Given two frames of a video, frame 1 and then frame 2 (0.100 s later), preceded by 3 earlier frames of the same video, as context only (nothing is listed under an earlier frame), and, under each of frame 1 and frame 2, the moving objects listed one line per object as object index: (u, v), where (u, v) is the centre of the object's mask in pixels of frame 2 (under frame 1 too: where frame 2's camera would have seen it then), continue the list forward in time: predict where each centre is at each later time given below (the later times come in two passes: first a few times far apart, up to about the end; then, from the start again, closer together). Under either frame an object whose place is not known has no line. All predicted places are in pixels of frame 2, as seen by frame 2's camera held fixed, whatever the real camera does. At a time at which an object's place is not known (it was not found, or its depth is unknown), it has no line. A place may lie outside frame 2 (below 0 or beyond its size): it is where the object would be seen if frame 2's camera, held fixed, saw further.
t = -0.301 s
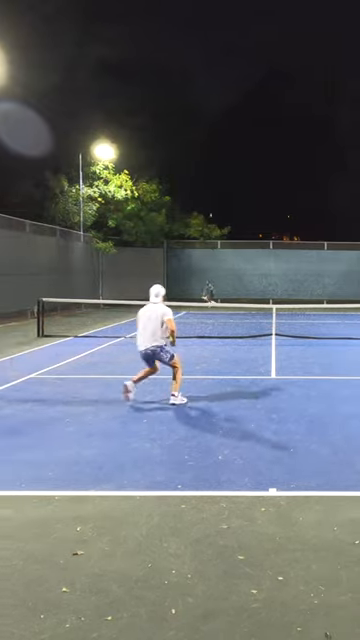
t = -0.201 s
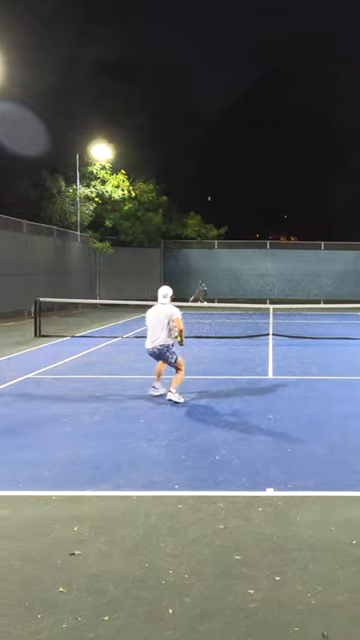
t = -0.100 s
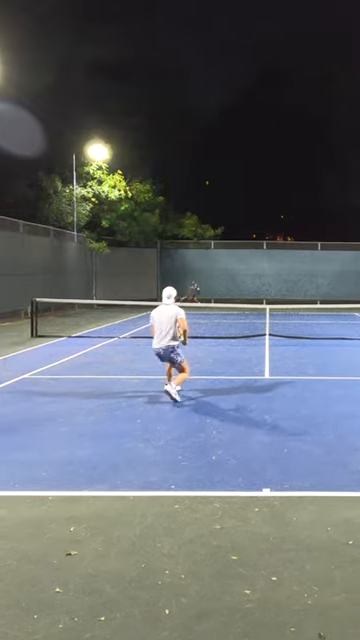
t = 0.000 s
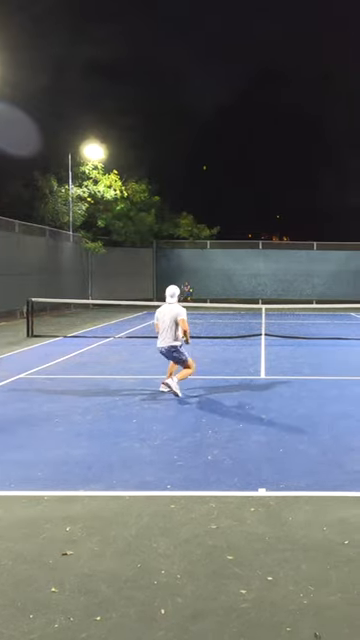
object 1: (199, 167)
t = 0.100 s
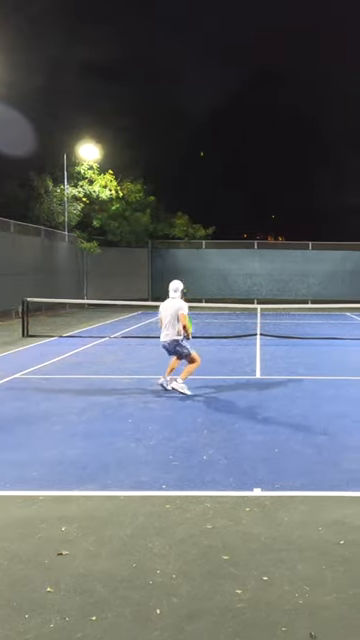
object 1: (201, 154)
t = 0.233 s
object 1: (204, 139)
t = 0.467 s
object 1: (212, 119)
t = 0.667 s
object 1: (221, 114)
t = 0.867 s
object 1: (233, 123)
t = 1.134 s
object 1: (257, 167)
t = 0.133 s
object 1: (202, 149)
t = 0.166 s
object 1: (203, 146)
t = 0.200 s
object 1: (203, 142)
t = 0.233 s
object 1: (204, 139)
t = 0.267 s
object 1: (205, 135)
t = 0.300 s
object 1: (206, 132)
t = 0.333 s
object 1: (207, 129)
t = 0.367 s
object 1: (208, 126)
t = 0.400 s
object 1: (210, 123)
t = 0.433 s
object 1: (211, 121)
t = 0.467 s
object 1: (212, 119)
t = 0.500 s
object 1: (213, 117)
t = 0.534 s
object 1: (214, 116)
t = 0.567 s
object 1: (216, 115)
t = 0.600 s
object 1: (217, 114)
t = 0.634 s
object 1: (219, 114)
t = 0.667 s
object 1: (221, 114)
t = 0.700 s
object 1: (223, 114)
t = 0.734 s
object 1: (225, 115)
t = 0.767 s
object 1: (227, 117)
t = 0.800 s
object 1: (229, 118)
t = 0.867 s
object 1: (233, 123)
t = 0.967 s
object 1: (241, 134)
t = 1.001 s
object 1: (244, 139)
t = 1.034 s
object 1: (247, 145)
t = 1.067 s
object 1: (250, 151)
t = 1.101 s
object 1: (254, 159)
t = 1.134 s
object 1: (257, 167)
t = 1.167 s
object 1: (261, 176)
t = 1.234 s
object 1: (269, 196)
